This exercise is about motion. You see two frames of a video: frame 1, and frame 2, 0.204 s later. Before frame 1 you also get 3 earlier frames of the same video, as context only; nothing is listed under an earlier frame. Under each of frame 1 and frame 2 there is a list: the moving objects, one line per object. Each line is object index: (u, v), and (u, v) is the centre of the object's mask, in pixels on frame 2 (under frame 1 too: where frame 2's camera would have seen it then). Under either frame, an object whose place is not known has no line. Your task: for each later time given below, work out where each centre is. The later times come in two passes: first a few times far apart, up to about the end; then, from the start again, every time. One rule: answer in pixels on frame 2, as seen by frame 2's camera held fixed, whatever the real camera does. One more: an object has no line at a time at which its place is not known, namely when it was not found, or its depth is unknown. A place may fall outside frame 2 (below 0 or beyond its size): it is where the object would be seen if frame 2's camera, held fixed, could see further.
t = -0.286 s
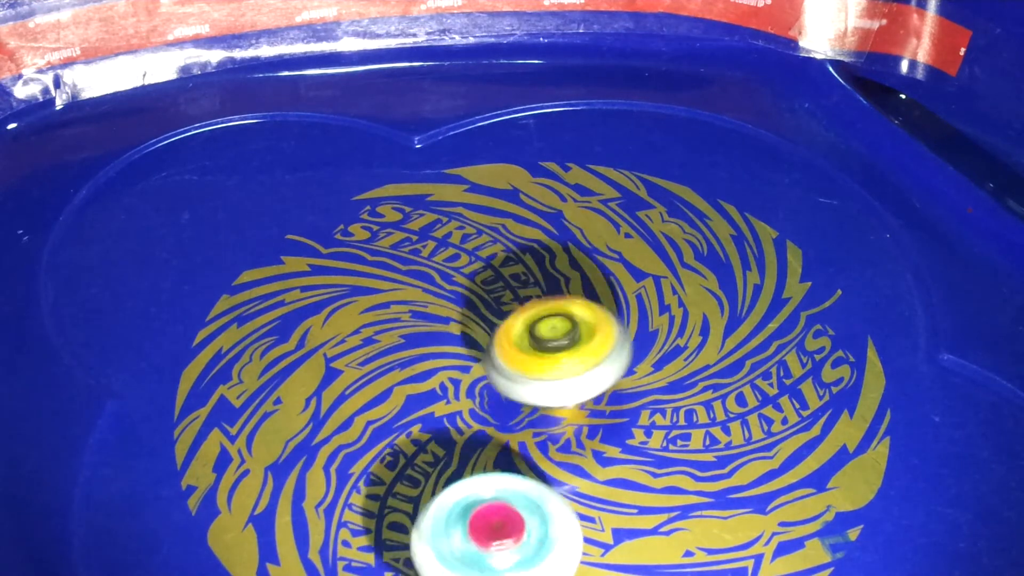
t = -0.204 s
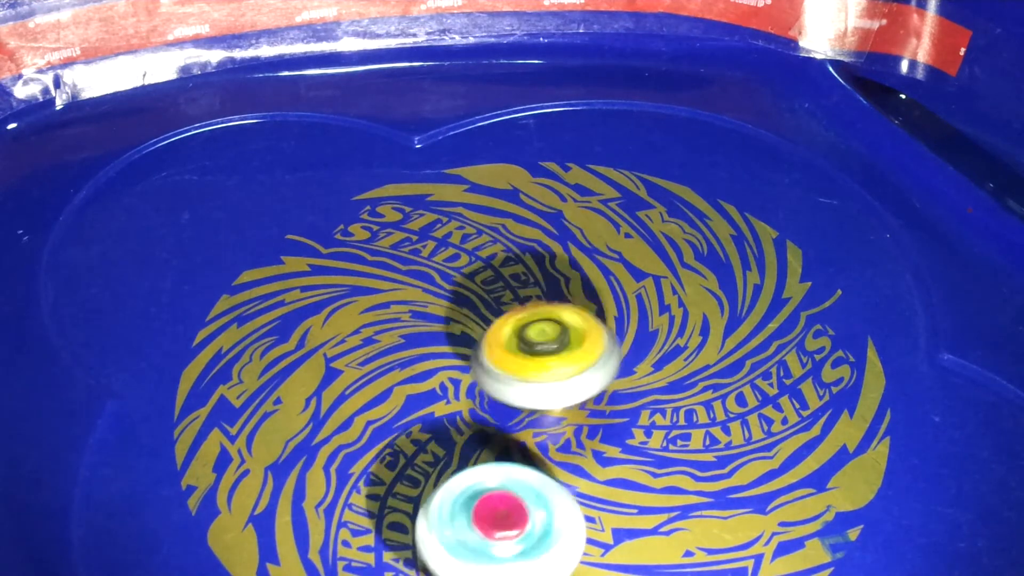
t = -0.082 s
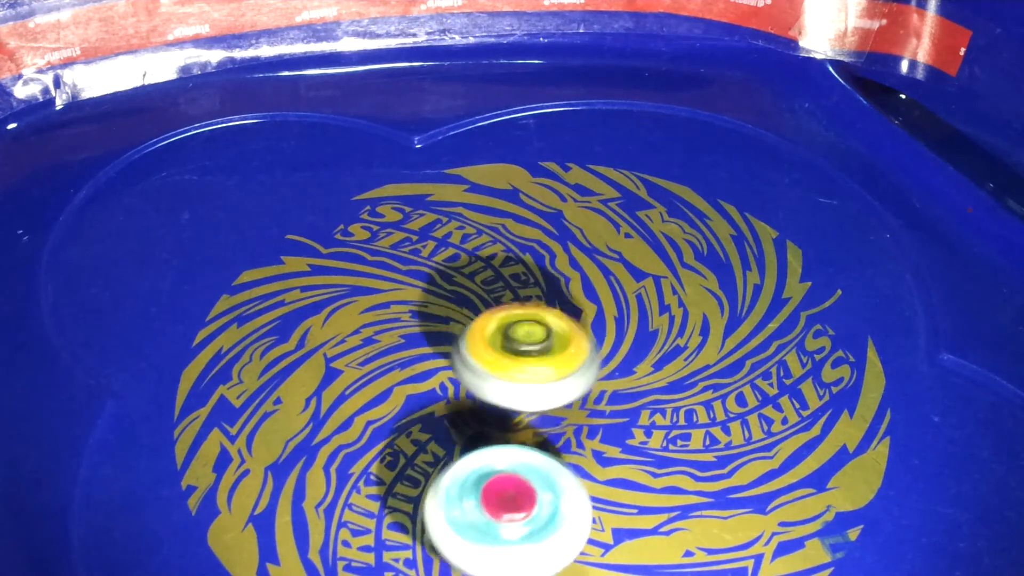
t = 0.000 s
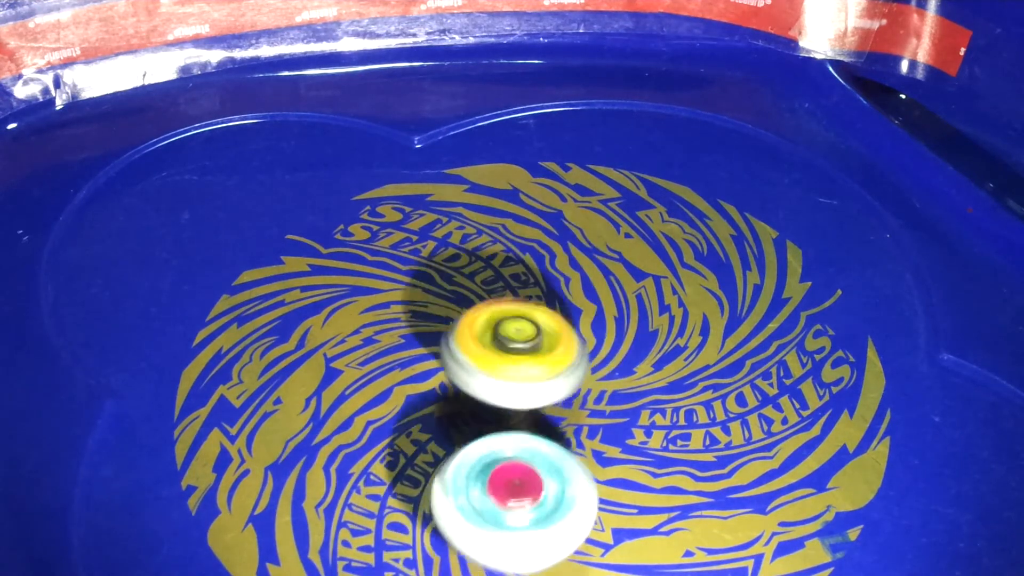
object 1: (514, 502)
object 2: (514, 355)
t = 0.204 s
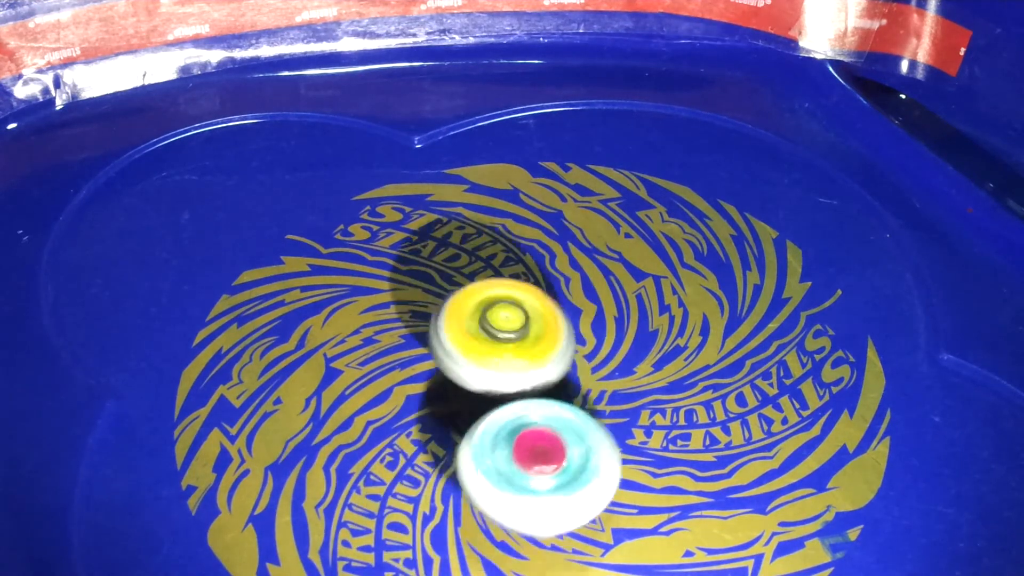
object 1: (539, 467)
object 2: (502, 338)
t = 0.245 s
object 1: (544, 460)
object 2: (502, 333)
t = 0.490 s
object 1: (597, 422)
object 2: (526, 323)
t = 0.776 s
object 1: (670, 442)
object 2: (544, 339)
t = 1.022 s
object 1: (698, 471)
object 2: (516, 356)
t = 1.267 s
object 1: (685, 487)
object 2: (489, 345)
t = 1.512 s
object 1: (647, 472)
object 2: (508, 334)
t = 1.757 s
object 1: (614, 442)
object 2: (526, 343)
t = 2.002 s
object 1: (612, 458)
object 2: (506, 339)
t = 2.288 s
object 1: (613, 515)
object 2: (508, 321)
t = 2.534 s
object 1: (564, 525)
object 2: (521, 333)
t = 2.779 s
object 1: (513, 502)
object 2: (503, 351)
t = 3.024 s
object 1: (487, 466)
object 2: (489, 332)
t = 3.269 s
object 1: (468, 494)
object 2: (534, 322)
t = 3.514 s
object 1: (453, 501)
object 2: (566, 358)
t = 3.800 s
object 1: (454, 487)
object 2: (547, 386)
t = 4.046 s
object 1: (384, 499)
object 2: (590, 354)
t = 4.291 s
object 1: (364, 469)
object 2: (591, 352)
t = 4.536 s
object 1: (398, 432)
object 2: (590, 354)
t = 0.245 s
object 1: (544, 460)
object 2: (502, 333)
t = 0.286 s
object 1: (551, 454)
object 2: (504, 330)
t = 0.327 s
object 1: (559, 448)
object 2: (508, 326)
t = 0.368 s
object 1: (567, 442)
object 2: (512, 325)
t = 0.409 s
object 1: (576, 436)
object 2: (517, 324)
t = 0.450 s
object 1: (586, 430)
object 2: (522, 323)
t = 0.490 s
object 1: (597, 422)
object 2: (526, 323)
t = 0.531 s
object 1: (608, 418)
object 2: (531, 322)
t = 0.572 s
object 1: (624, 421)
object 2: (535, 321)
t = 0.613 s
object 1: (637, 424)
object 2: (540, 322)
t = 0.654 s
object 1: (645, 429)
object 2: (543, 327)
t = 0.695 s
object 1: (654, 433)
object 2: (545, 331)
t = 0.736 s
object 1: (663, 438)
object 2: (545, 335)
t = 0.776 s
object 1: (670, 442)
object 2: (544, 339)
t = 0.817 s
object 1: (677, 447)
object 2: (542, 343)
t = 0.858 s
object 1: (684, 452)
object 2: (538, 347)
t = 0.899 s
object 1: (688, 457)
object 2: (533, 350)
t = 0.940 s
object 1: (693, 462)
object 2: (528, 353)
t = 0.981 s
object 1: (696, 467)
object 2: (523, 354)
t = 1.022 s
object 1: (698, 471)
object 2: (516, 356)
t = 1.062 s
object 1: (700, 475)
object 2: (510, 357)
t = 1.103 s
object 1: (700, 479)
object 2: (505, 356)
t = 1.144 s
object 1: (698, 484)
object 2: (495, 353)
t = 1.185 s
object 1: (695, 486)
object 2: (493, 352)
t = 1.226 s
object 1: (690, 487)
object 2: (490, 348)
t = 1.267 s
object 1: (685, 487)
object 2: (489, 345)
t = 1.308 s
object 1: (679, 486)
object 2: (489, 342)
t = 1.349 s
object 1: (673, 485)
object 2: (491, 339)
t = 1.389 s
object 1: (667, 483)
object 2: (495, 337)
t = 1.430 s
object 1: (660, 480)
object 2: (499, 335)
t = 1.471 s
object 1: (653, 476)
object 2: (503, 334)
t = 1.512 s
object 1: (647, 472)
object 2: (508, 334)
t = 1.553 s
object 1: (641, 466)
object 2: (513, 335)
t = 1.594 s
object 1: (633, 461)
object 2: (517, 336)
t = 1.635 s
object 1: (626, 455)
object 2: (522, 339)
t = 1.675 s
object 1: (621, 448)
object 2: (524, 341)
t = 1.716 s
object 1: (615, 441)
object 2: (526, 343)
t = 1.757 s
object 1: (614, 442)
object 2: (526, 343)
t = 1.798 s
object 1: (613, 443)
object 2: (525, 340)
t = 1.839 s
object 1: (612, 442)
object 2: (524, 343)
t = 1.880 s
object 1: (610, 441)
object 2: (520, 345)
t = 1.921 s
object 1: (607, 440)
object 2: (518, 346)
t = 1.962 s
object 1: (607, 446)
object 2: (514, 346)
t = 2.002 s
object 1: (612, 458)
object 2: (506, 339)
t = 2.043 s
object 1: (618, 469)
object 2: (501, 332)
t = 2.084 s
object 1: (621, 478)
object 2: (501, 329)
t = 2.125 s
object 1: (623, 488)
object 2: (500, 330)
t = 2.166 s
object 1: (623, 496)
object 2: (499, 329)
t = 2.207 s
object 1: (621, 505)
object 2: (499, 325)
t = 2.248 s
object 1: (618, 511)
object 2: (504, 321)
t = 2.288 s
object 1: (613, 515)
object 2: (508, 321)
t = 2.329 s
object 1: (607, 519)
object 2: (511, 322)
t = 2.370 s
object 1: (600, 522)
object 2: (514, 323)
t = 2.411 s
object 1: (592, 524)
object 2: (516, 324)
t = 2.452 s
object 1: (583, 526)
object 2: (519, 327)
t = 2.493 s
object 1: (573, 526)
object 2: (521, 331)
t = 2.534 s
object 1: (564, 525)
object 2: (521, 333)
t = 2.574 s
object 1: (554, 524)
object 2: (520, 337)
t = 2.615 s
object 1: (545, 523)
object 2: (518, 340)
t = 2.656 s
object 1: (536, 519)
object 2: (516, 344)
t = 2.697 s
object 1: (527, 515)
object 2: (512, 347)
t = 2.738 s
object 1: (519, 510)
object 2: (507, 349)
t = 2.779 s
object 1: (513, 502)
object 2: (503, 351)
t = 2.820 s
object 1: (506, 494)
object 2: (498, 352)
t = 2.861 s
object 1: (501, 484)
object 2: (493, 352)
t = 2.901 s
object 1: (498, 474)
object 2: (489, 351)
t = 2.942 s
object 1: (495, 465)
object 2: (485, 348)
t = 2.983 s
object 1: (492, 459)
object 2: (485, 343)
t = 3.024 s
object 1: (487, 466)
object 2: (489, 332)
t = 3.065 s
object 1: (482, 476)
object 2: (499, 321)
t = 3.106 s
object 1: (480, 479)
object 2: (507, 319)
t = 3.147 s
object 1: (477, 484)
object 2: (513, 318)
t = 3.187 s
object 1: (474, 487)
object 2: (520, 318)
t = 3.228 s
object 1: (471, 492)
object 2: (528, 320)
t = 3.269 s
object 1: (468, 494)
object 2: (534, 322)
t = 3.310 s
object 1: (465, 497)
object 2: (540, 325)
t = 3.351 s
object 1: (462, 499)
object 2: (547, 330)
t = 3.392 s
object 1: (457, 501)
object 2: (556, 343)
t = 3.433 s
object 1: (455, 501)
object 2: (559, 348)
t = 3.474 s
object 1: (454, 502)
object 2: (563, 352)
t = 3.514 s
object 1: (453, 501)
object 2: (566, 358)
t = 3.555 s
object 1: (452, 501)
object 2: (564, 365)
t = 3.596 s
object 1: (453, 499)
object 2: (562, 371)
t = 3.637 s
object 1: (453, 496)
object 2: (562, 376)
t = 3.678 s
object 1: (455, 495)
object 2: (560, 381)
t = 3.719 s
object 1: (456, 491)
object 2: (557, 384)
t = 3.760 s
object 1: (459, 488)
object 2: (550, 386)
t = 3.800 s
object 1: (454, 487)
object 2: (547, 386)
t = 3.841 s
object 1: (435, 495)
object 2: (557, 377)
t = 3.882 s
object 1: (422, 498)
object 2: (565, 371)
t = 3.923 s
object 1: (413, 500)
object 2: (572, 368)
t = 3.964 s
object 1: (402, 501)
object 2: (582, 362)
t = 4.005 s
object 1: (393, 500)
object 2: (587, 356)
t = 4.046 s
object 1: (384, 499)
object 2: (590, 354)
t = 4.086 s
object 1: (377, 495)
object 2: (590, 353)
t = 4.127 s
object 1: (371, 492)
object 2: (589, 355)
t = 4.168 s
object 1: (367, 487)
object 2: (589, 356)
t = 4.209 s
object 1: (364, 482)
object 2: (591, 356)
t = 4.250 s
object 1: (363, 475)
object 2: (592, 354)
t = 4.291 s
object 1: (364, 469)
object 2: (591, 352)
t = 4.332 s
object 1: (366, 462)
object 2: (591, 350)
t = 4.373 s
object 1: (370, 456)
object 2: (591, 349)
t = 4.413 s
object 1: (375, 449)
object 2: (591, 349)
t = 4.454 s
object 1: (381, 443)
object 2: (591, 350)
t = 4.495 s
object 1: (389, 437)
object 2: (591, 351)
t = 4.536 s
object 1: (398, 432)
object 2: (590, 354)
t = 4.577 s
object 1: (409, 427)
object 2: (589, 358)
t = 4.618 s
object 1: (418, 424)
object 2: (586, 362)
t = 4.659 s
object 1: (431, 421)
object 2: (584, 363)
